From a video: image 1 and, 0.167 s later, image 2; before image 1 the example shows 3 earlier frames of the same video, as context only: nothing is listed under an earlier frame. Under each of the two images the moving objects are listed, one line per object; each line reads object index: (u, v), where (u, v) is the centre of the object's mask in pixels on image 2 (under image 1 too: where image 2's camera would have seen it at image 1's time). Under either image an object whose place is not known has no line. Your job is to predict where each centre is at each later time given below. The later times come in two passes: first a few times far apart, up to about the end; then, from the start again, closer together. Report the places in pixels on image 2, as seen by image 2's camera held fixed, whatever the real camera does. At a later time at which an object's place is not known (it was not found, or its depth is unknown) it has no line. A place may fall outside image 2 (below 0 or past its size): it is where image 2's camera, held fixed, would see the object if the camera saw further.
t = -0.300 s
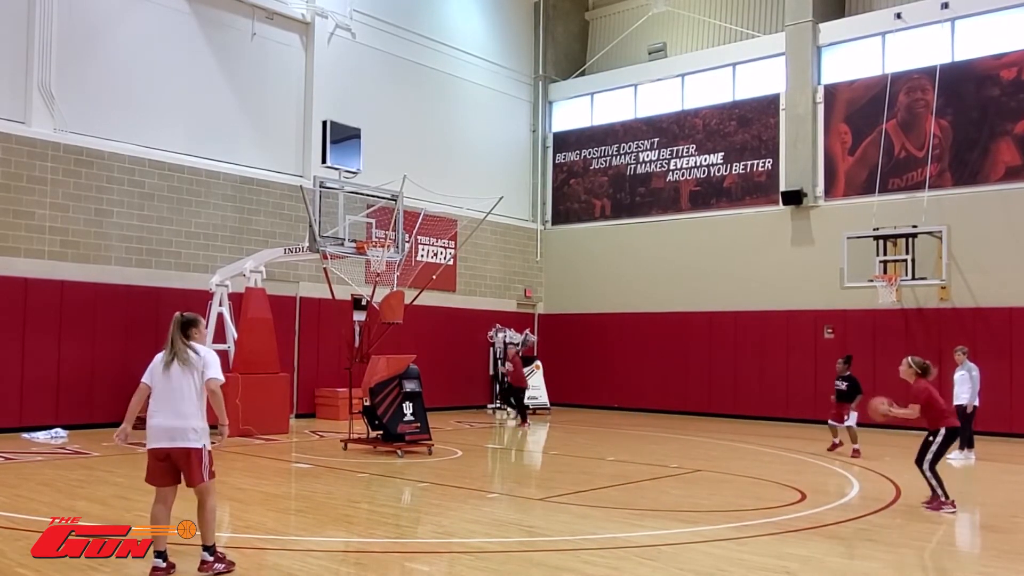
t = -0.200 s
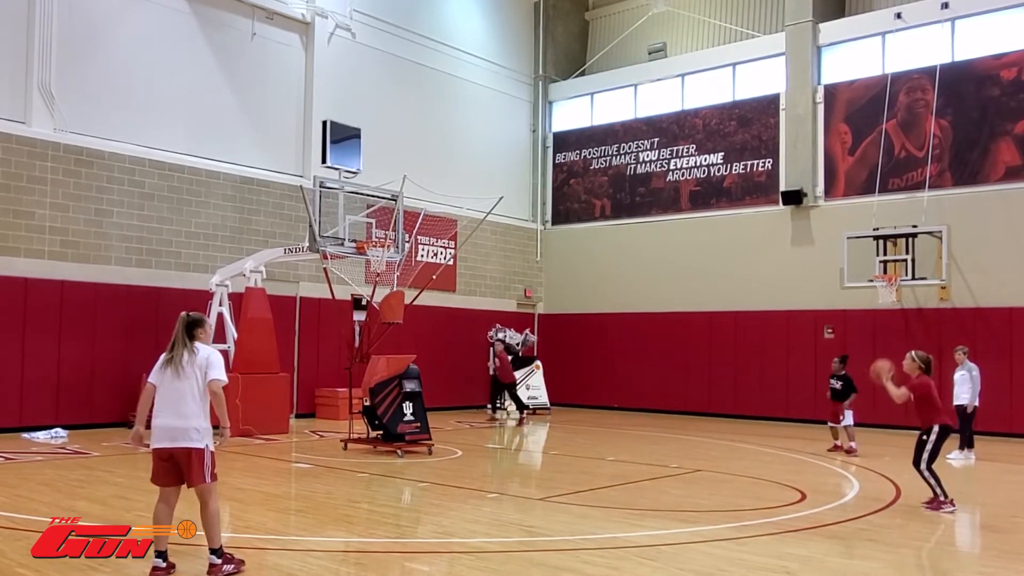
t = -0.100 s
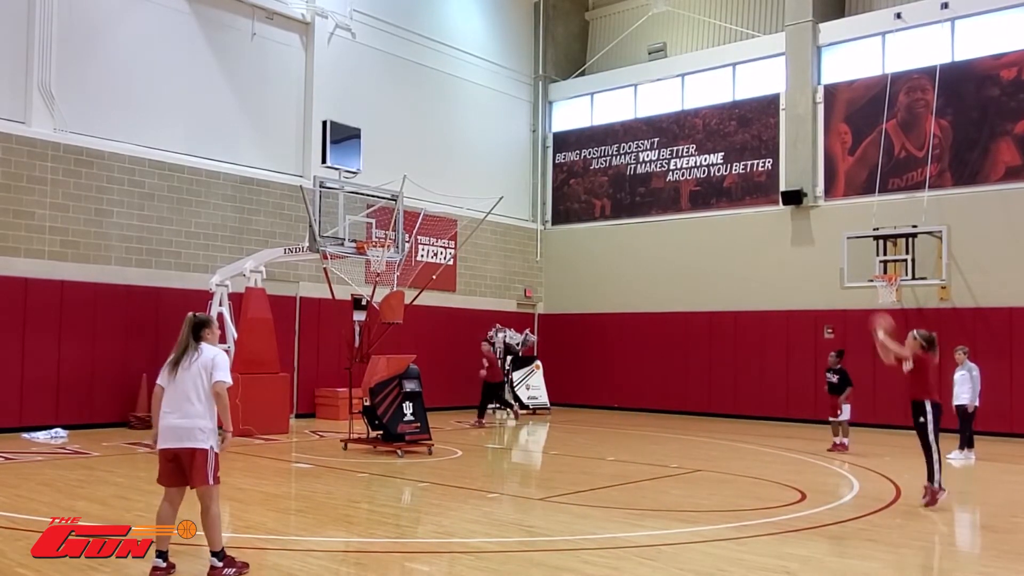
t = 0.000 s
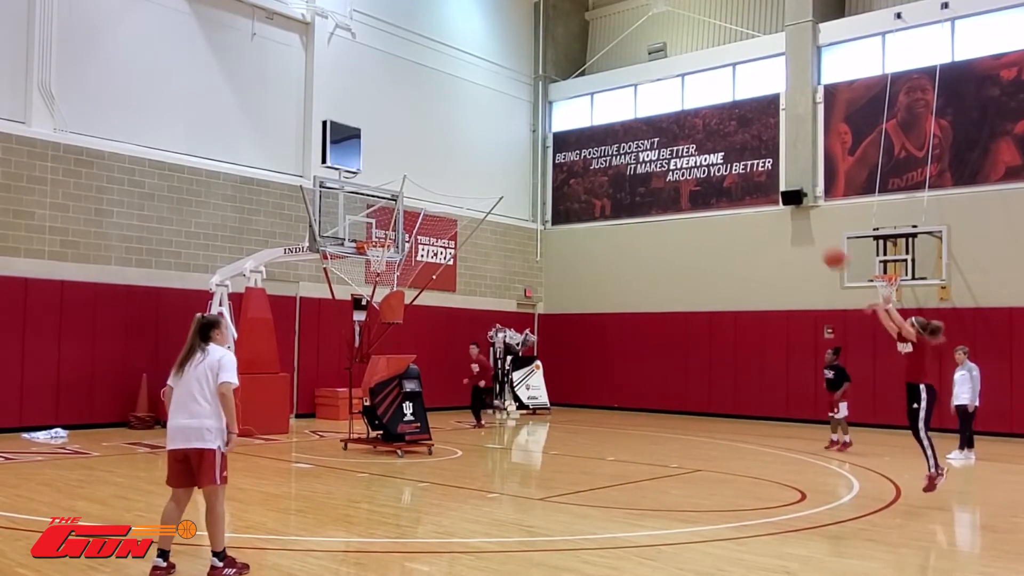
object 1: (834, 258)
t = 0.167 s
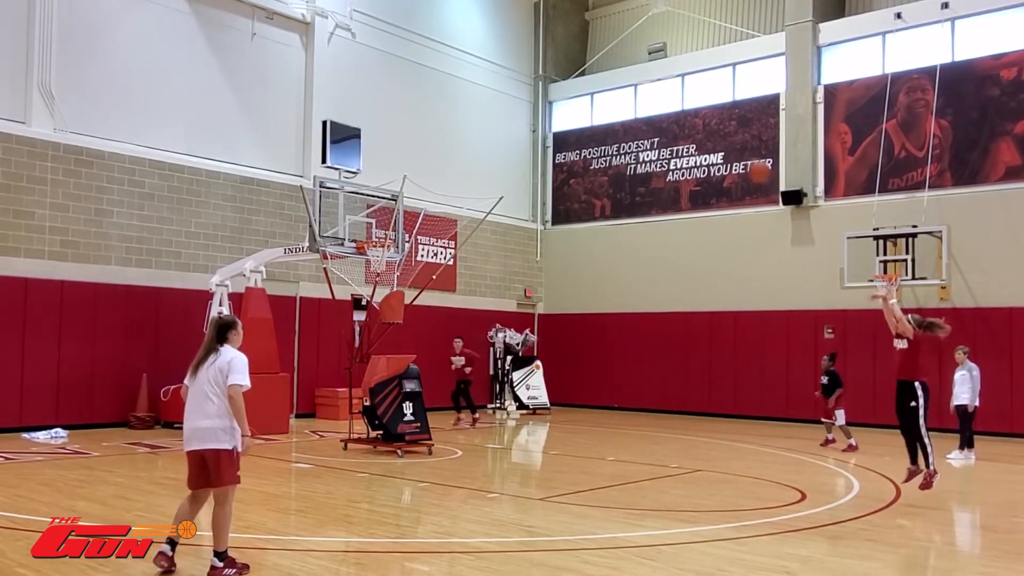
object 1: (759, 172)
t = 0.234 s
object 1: (731, 145)
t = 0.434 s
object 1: (651, 93)
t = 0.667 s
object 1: (571, 78)
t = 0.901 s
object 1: (499, 103)
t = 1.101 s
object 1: (444, 151)
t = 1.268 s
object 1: (404, 207)
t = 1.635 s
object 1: (381, 262)
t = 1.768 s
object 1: (386, 277)
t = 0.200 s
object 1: (743, 156)
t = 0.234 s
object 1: (731, 145)
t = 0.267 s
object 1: (716, 134)
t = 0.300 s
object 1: (704, 124)
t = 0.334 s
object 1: (691, 117)
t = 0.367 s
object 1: (677, 109)
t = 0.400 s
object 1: (664, 100)
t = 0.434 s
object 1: (651, 93)
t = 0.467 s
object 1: (639, 88)
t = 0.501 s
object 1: (627, 85)
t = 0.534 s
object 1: (615, 81)
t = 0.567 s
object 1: (604, 80)
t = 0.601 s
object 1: (593, 78)
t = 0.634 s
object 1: (581, 77)
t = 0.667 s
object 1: (571, 78)
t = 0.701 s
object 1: (560, 79)
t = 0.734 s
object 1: (550, 81)
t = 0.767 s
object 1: (539, 84)
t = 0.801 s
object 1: (530, 88)
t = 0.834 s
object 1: (519, 92)
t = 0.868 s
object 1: (509, 97)
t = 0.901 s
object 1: (499, 103)
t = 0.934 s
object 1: (490, 109)
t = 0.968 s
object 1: (480, 116)
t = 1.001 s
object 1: (471, 124)
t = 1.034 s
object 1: (462, 132)
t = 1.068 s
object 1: (453, 141)
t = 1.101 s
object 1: (444, 151)
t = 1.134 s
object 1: (435, 161)
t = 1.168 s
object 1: (426, 172)
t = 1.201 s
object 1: (418, 182)
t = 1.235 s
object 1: (410, 194)
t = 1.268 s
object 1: (404, 207)
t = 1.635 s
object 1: (381, 262)
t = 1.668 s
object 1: (383, 265)
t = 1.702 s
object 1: (386, 268)
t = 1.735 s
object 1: (385, 273)
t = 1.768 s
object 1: (386, 277)
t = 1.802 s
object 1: (390, 285)
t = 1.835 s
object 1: (390, 289)
